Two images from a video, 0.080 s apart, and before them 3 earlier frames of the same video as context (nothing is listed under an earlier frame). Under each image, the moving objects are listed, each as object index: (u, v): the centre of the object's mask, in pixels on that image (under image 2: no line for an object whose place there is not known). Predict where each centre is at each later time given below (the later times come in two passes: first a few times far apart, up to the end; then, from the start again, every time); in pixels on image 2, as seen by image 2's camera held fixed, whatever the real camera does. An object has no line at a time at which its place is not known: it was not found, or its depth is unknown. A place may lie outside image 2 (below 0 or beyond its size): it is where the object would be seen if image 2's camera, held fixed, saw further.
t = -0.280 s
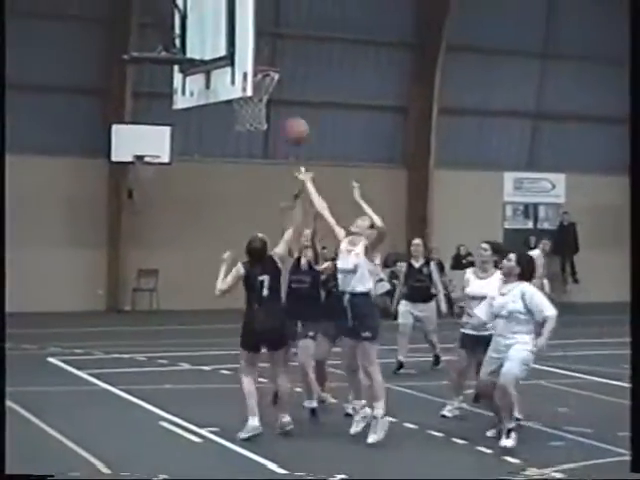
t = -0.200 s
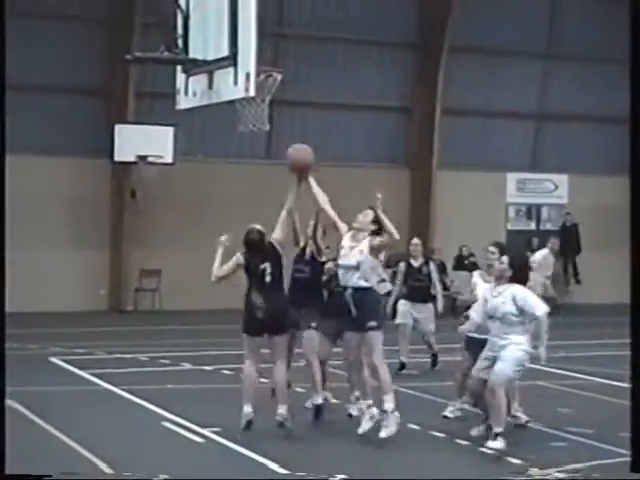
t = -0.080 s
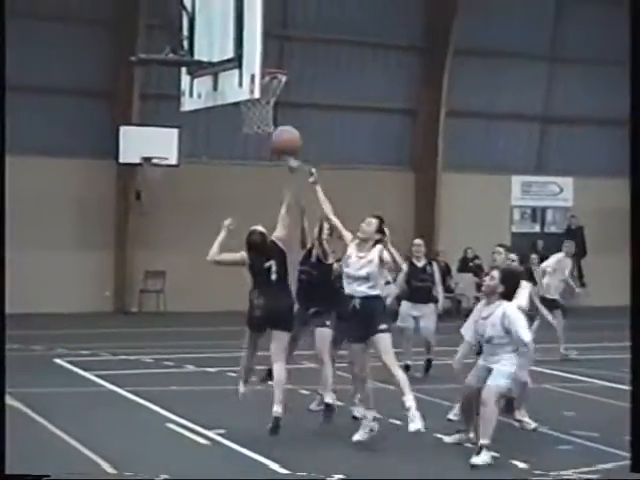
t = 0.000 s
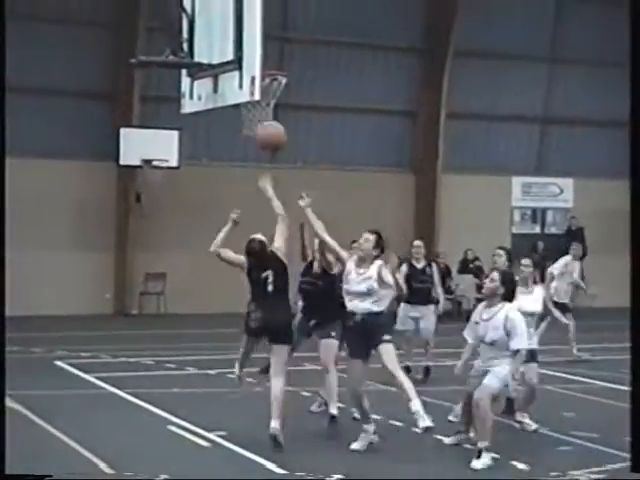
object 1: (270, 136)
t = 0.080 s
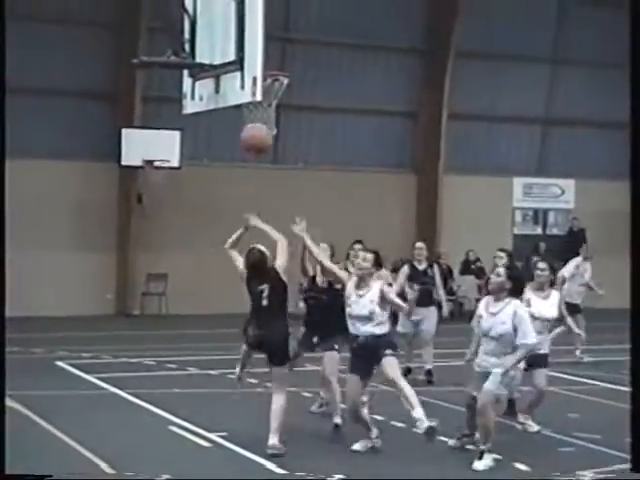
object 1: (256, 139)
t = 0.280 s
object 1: (213, 183)
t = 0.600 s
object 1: (132, 386)
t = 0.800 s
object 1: (86, 435)
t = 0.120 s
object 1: (247, 142)
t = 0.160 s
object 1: (239, 149)
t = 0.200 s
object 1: (230, 159)
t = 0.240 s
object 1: (222, 170)
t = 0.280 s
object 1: (213, 183)
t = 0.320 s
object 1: (204, 199)
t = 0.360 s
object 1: (195, 218)
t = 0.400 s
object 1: (184, 238)
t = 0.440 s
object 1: (174, 263)
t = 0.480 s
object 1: (163, 289)
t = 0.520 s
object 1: (154, 319)
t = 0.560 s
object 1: (144, 352)
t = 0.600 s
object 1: (132, 386)
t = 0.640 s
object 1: (122, 425)
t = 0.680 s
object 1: (112, 469)
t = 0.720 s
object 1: (101, 482)
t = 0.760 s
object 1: (94, 462)
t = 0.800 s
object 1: (86, 435)
